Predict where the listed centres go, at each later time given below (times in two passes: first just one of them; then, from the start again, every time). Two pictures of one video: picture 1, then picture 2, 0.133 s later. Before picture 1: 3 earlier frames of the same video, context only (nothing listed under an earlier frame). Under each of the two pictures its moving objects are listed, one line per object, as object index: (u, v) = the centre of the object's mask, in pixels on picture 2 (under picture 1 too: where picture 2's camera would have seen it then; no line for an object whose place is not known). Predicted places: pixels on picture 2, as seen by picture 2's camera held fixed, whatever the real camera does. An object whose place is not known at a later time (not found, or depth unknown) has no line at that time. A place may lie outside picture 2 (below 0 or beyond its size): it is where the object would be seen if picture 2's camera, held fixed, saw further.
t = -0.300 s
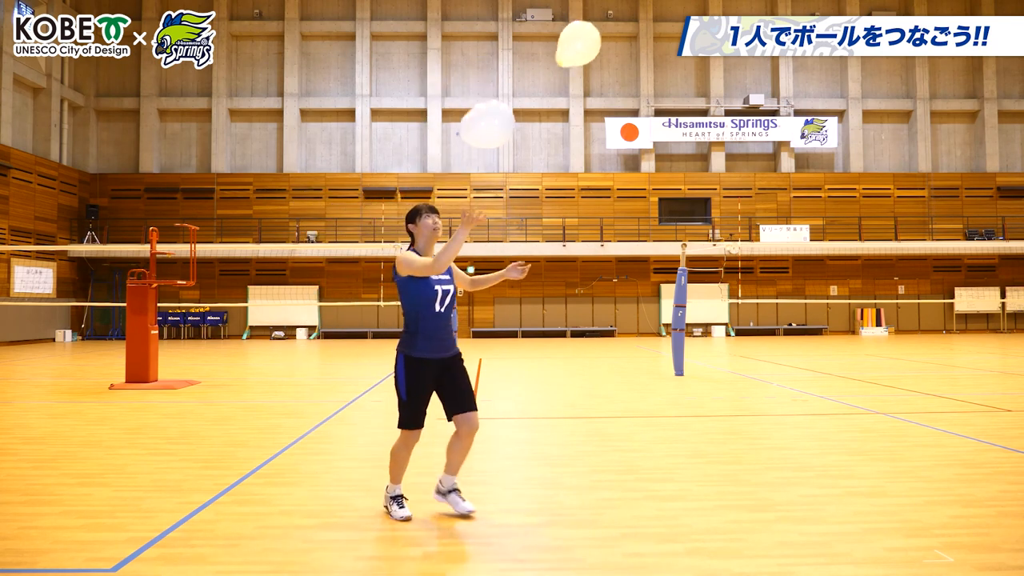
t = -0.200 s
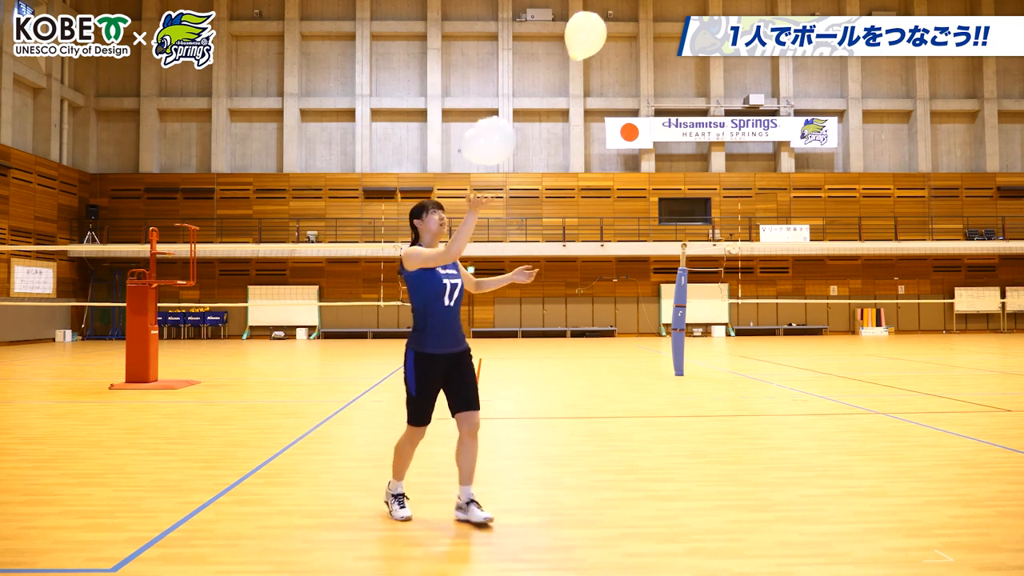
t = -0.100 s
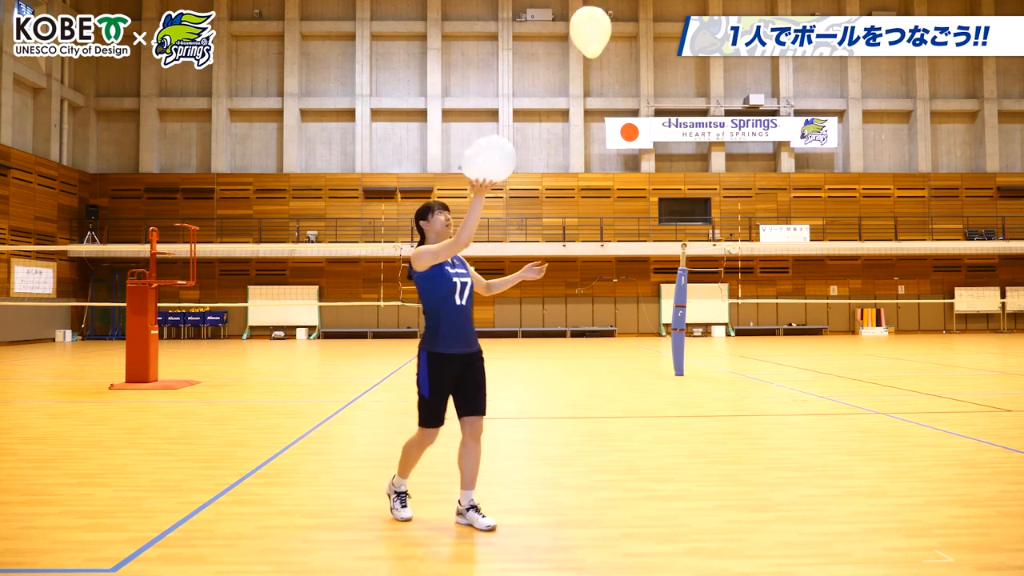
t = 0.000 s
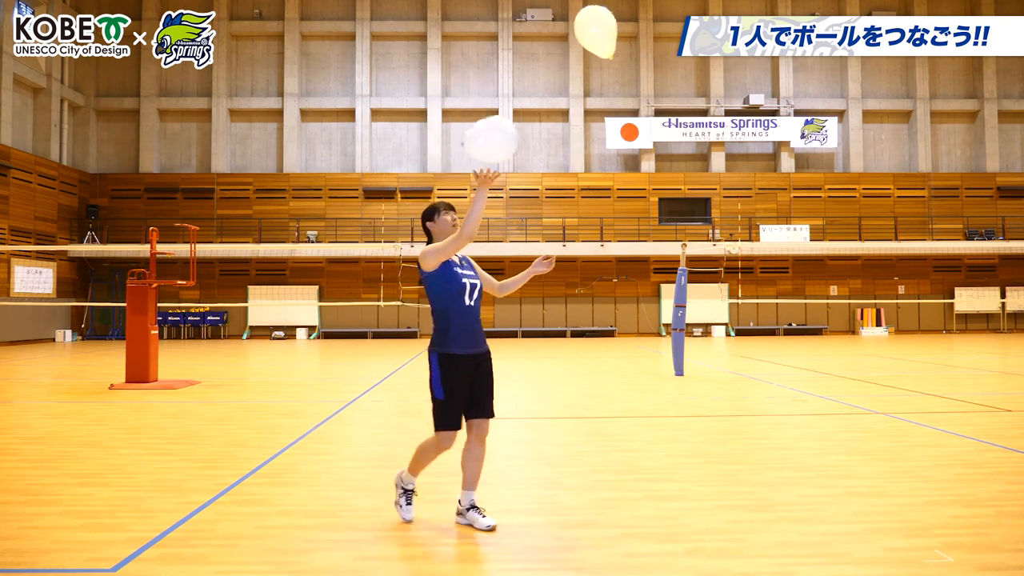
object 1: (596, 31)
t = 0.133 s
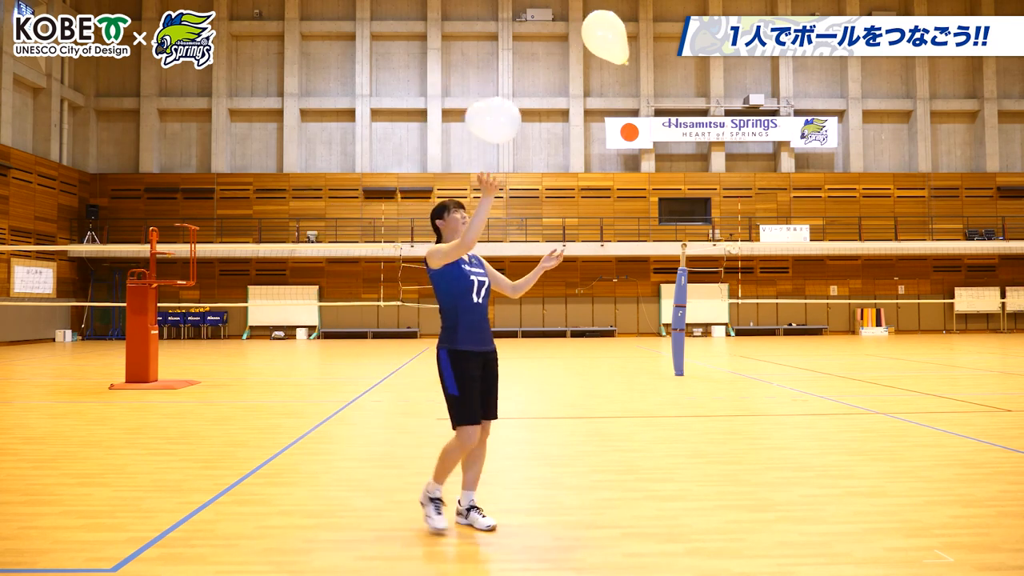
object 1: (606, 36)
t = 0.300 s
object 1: (617, 52)
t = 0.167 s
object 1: (608, 39)
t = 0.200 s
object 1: (610, 42)
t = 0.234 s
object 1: (613, 45)
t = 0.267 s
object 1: (615, 48)
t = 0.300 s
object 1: (617, 52)
